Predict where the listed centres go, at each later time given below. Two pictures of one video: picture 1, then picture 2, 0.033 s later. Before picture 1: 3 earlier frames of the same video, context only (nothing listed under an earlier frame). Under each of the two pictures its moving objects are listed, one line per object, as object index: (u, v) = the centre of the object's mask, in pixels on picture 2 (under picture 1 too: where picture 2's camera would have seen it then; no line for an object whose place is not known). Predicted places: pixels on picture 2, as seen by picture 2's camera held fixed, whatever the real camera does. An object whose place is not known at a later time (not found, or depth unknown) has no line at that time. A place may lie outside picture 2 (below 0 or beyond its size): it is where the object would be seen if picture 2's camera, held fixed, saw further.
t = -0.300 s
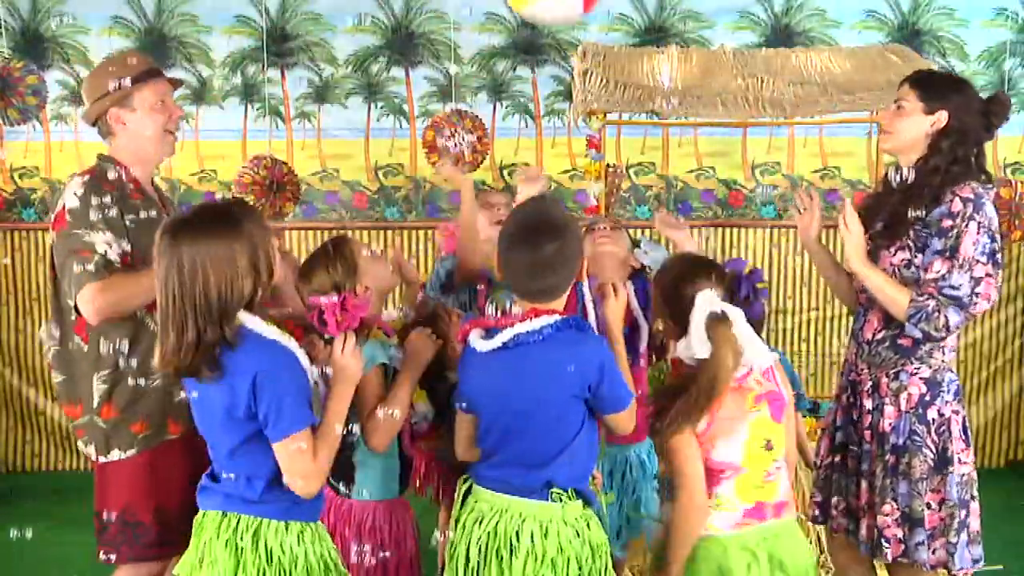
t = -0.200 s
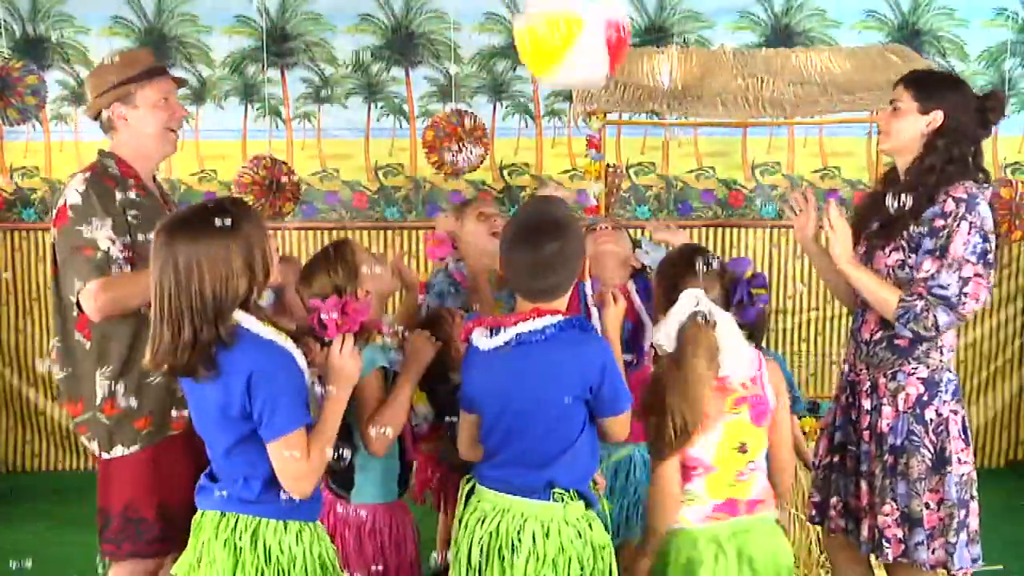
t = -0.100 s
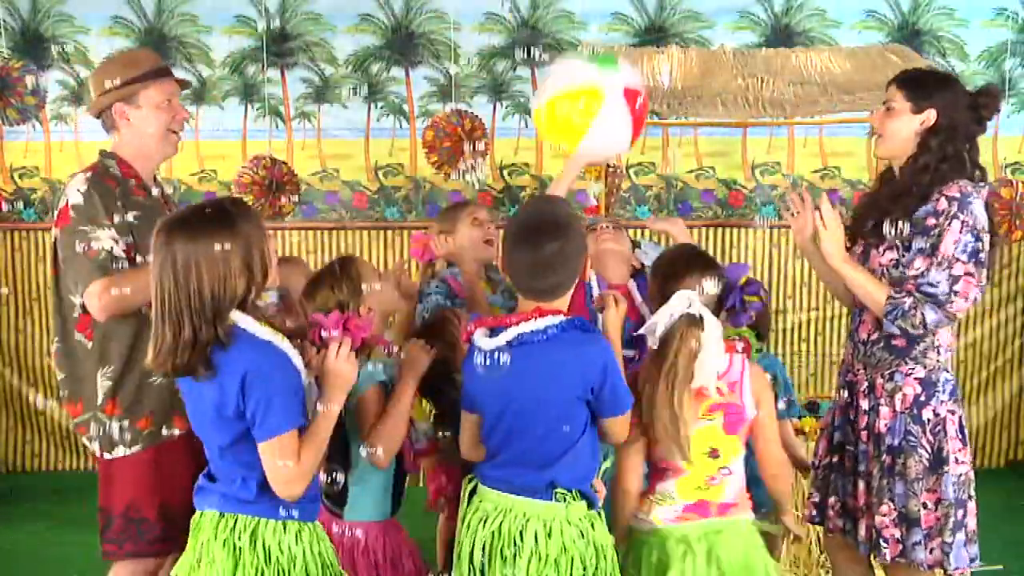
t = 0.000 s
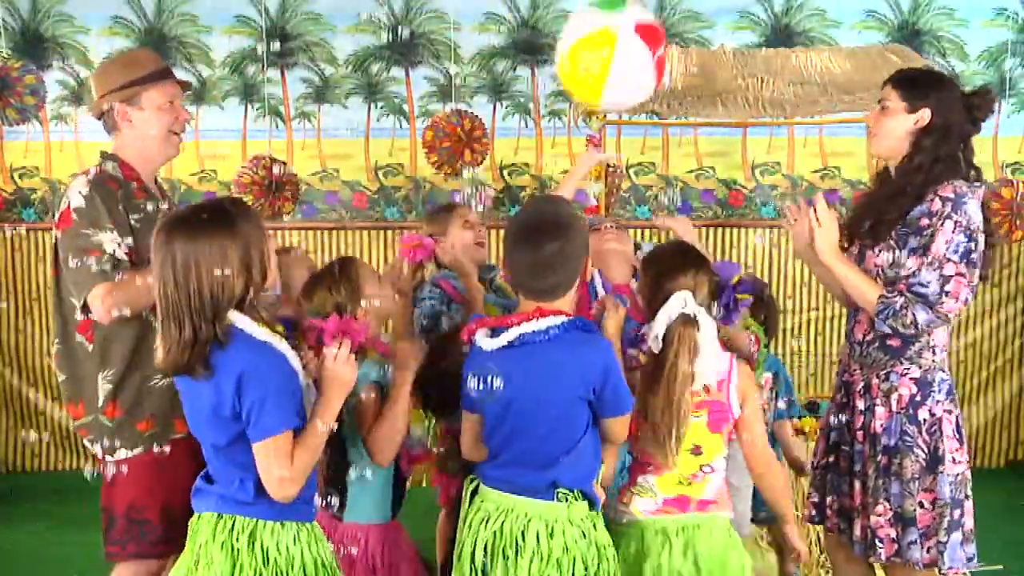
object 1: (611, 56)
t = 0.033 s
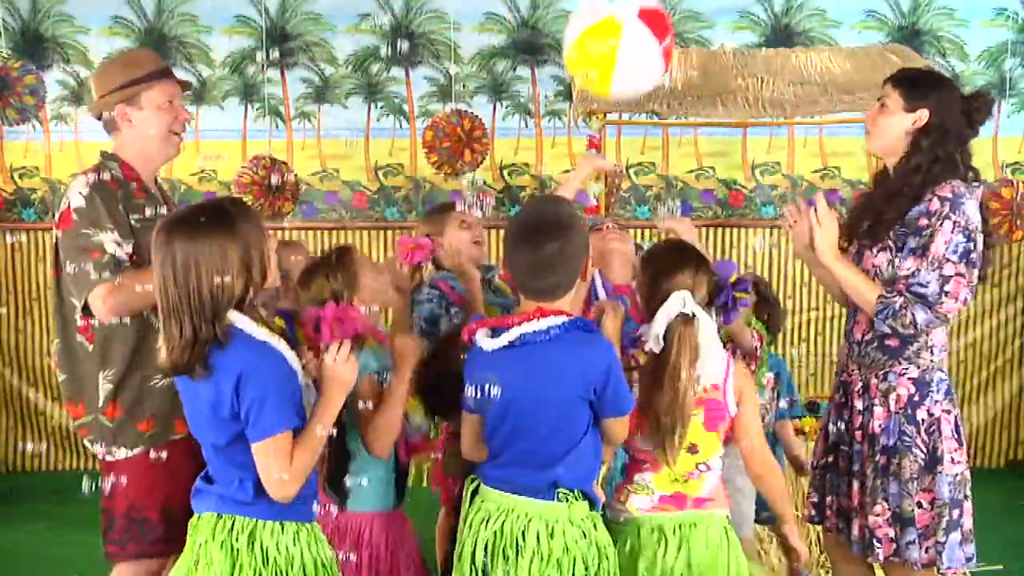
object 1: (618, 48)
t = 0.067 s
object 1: (625, 42)
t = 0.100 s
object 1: (631, 39)
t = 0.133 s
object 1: (638, 38)
